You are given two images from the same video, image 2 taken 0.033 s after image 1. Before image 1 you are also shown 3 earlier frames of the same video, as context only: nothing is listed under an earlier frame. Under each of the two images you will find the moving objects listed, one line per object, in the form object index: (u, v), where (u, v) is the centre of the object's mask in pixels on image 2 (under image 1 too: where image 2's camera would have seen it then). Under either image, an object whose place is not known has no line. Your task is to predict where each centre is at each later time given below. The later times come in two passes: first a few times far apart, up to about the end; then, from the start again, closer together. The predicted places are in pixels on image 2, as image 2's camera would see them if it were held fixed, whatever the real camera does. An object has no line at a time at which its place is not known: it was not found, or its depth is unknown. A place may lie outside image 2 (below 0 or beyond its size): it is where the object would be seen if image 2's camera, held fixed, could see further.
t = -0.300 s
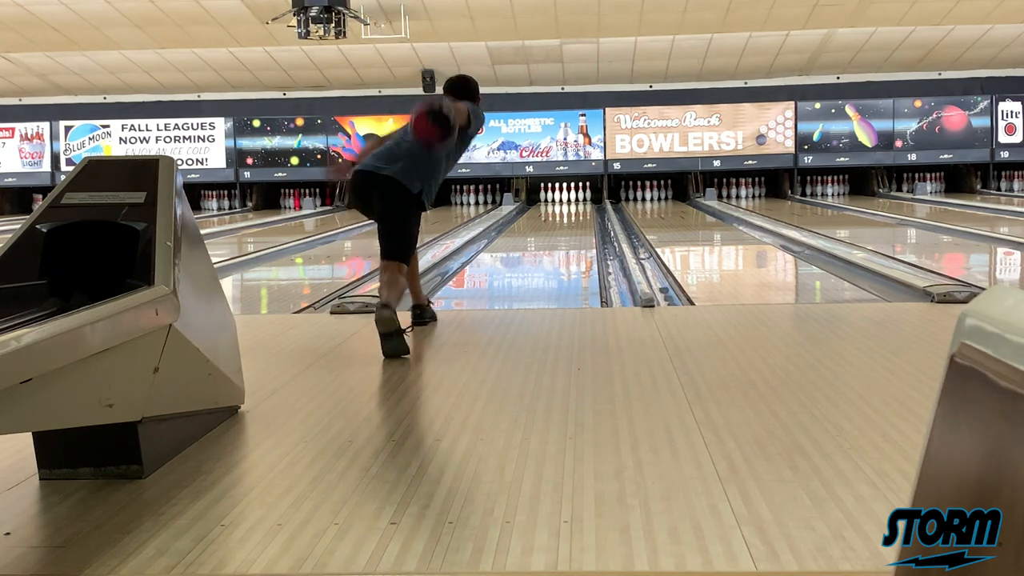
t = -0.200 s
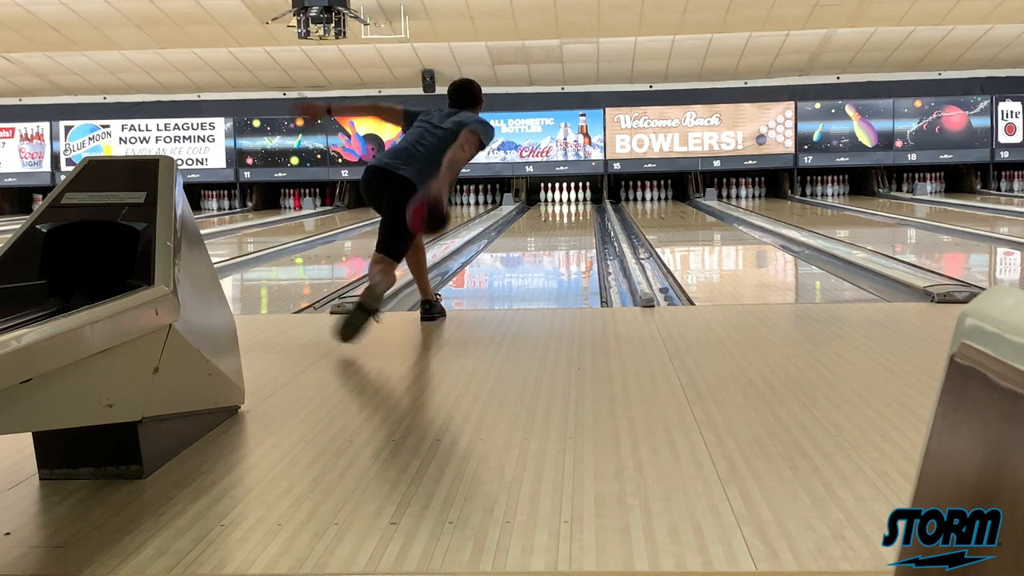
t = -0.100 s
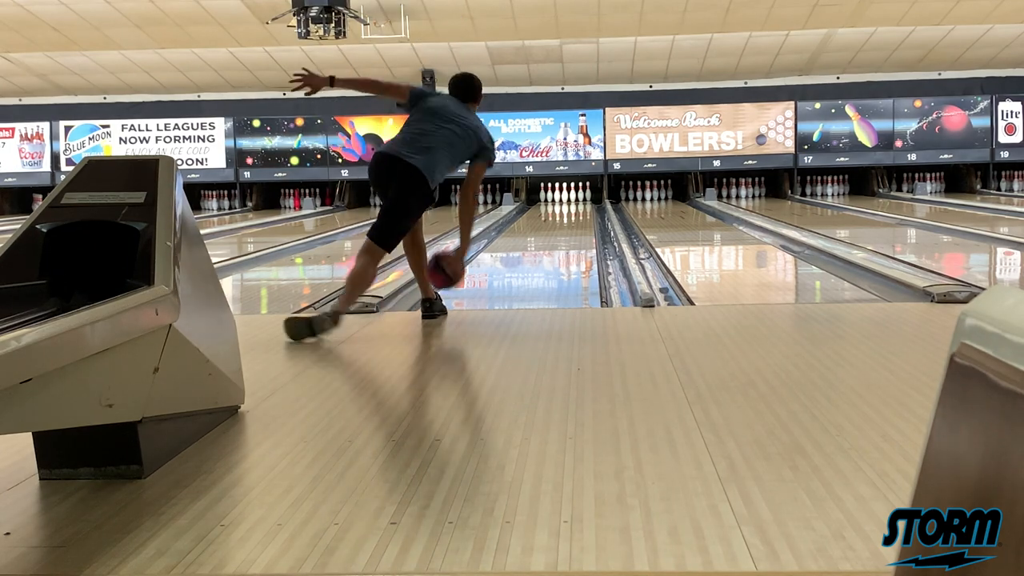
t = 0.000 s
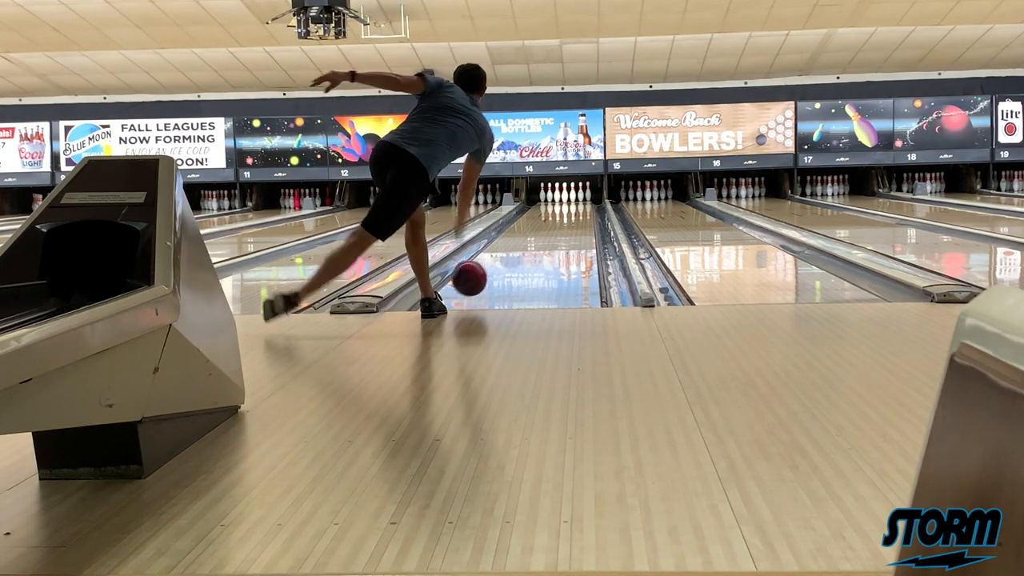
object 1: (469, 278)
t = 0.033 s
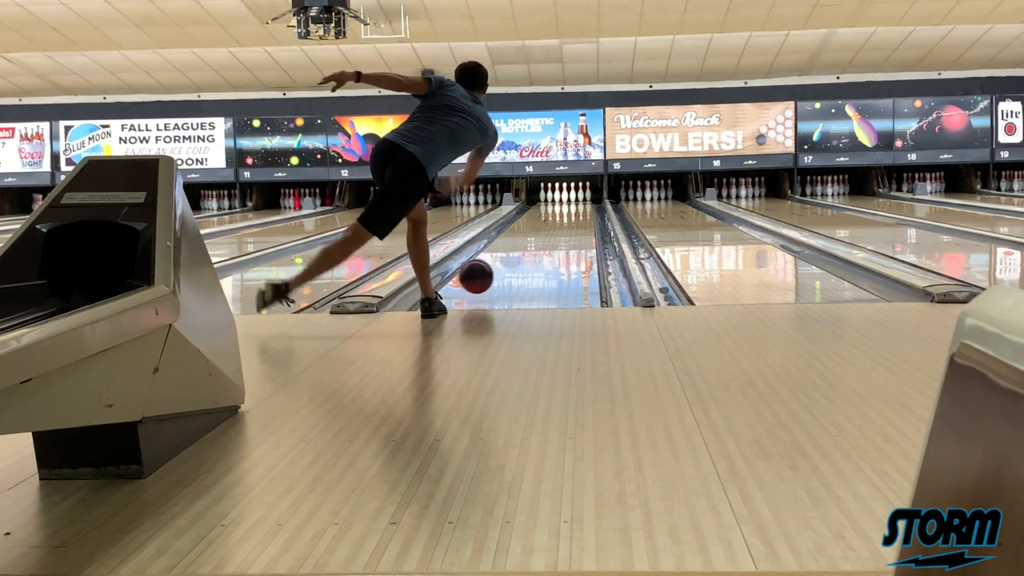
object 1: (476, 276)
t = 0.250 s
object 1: (511, 261)
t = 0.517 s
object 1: (540, 242)
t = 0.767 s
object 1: (559, 230)
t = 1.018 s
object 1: (572, 221)
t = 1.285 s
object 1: (582, 213)
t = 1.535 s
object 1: (587, 208)
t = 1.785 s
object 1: (588, 204)
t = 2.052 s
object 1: (584, 200)
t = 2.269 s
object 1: (579, 198)
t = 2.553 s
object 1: (572, 195)
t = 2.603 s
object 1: (571, 195)
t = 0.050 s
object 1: (479, 276)
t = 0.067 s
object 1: (482, 276)
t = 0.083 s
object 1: (485, 276)
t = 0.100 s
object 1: (488, 275)
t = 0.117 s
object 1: (491, 273)
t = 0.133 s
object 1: (494, 271)
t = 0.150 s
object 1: (497, 270)
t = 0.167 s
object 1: (499, 268)
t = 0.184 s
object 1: (502, 267)
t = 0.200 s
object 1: (504, 265)
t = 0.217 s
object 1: (507, 264)
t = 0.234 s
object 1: (509, 262)
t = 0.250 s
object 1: (511, 261)
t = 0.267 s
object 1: (514, 259)
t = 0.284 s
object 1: (516, 258)
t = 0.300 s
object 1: (518, 257)
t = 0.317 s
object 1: (520, 255)
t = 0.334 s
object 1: (522, 254)
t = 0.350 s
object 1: (524, 253)
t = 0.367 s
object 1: (525, 251)
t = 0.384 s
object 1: (527, 250)
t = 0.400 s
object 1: (529, 249)
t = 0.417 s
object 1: (531, 248)
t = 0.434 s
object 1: (533, 247)
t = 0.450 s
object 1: (534, 246)
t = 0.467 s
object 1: (536, 245)
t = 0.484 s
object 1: (537, 243)
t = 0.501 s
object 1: (539, 242)
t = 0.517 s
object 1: (540, 242)
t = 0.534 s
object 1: (542, 241)
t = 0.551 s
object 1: (544, 240)
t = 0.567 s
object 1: (545, 239)
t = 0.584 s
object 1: (546, 238)
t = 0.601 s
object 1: (548, 237)
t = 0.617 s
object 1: (549, 236)
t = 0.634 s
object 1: (550, 235)
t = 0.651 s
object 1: (551, 235)
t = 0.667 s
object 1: (552, 234)
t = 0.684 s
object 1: (553, 232)
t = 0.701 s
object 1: (555, 233)
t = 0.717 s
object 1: (556, 232)
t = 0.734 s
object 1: (557, 231)
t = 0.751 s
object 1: (558, 230)
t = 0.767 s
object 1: (559, 230)
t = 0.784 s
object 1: (560, 229)
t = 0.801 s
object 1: (561, 228)
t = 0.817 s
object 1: (562, 228)
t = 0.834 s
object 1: (563, 227)
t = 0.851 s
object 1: (564, 227)
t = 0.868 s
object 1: (565, 226)
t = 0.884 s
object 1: (566, 225)
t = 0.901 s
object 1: (566, 224)
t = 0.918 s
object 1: (567, 224)
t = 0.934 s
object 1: (568, 223)
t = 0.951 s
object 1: (569, 222)
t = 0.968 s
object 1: (570, 222)
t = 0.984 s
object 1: (571, 222)
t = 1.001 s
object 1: (571, 222)
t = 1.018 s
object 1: (572, 221)
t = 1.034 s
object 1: (573, 220)
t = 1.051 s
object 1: (573, 219)
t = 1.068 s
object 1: (574, 219)
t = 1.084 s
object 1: (575, 218)
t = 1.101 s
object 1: (575, 218)
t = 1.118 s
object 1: (576, 218)
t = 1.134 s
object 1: (577, 217)
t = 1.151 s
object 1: (577, 217)
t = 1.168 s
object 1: (578, 216)
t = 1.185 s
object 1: (578, 216)
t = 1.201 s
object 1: (579, 215)
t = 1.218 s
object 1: (580, 215)
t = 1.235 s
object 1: (580, 214)
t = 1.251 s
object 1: (581, 214)
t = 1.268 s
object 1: (581, 214)
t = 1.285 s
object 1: (582, 213)
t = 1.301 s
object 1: (582, 213)
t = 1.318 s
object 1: (582, 212)
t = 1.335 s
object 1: (583, 212)
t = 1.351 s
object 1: (584, 211)
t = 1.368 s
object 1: (584, 211)
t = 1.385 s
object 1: (584, 210)
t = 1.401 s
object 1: (585, 210)
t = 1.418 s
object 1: (585, 210)
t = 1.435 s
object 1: (585, 209)
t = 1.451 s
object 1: (586, 209)
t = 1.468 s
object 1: (586, 209)
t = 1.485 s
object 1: (586, 209)
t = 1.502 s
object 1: (586, 209)
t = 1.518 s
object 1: (587, 208)
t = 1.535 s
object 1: (587, 208)
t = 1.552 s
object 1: (587, 207)
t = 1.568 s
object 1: (587, 207)
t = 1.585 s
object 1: (588, 207)
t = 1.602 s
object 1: (588, 207)
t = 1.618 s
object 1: (588, 206)
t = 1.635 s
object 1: (588, 206)
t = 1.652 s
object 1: (588, 206)
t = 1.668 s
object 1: (588, 205)
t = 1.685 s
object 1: (588, 205)
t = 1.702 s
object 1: (588, 204)
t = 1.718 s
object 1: (588, 205)
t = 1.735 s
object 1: (589, 204)
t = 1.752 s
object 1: (588, 204)
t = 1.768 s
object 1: (588, 204)
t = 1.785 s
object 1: (588, 204)
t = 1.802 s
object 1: (588, 203)
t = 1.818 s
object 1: (588, 203)
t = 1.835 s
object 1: (588, 203)
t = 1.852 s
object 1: (588, 203)
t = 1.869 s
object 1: (588, 202)
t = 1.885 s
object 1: (587, 202)
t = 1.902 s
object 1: (587, 202)
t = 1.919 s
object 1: (587, 201)
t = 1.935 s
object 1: (586, 201)
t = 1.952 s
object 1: (586, 201)
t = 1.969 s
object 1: (586, 201)
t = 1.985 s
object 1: (585, 201)
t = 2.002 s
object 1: (585, 201)
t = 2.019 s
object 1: (585, 201)
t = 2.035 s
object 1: (584, 200)
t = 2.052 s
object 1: (584, 200)
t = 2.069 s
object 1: (584, 200)
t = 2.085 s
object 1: (583, 199)
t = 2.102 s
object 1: (582, 199)
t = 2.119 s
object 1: (582, 199)
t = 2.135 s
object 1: (581, 198)
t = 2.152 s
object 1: (581, 198)
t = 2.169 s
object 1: (580, 198)
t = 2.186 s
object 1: (580, 198)
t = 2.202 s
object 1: (580, 198)
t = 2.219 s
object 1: (579, 198)
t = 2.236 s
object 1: (579, 198)
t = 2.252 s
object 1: (579, 198)
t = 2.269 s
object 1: (579, 198)
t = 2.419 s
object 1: (574, 196)
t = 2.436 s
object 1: (573, 196)
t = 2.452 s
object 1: (573, 196)
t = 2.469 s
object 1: (573, 196)
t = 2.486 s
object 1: (573, 196)
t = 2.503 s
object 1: (573, 196)
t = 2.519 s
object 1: (572, 195)
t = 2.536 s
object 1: (572, 196)
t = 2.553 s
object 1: (572, 195)
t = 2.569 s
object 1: (572, 195)
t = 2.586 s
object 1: (571, 195)
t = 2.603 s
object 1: (571, 195)
